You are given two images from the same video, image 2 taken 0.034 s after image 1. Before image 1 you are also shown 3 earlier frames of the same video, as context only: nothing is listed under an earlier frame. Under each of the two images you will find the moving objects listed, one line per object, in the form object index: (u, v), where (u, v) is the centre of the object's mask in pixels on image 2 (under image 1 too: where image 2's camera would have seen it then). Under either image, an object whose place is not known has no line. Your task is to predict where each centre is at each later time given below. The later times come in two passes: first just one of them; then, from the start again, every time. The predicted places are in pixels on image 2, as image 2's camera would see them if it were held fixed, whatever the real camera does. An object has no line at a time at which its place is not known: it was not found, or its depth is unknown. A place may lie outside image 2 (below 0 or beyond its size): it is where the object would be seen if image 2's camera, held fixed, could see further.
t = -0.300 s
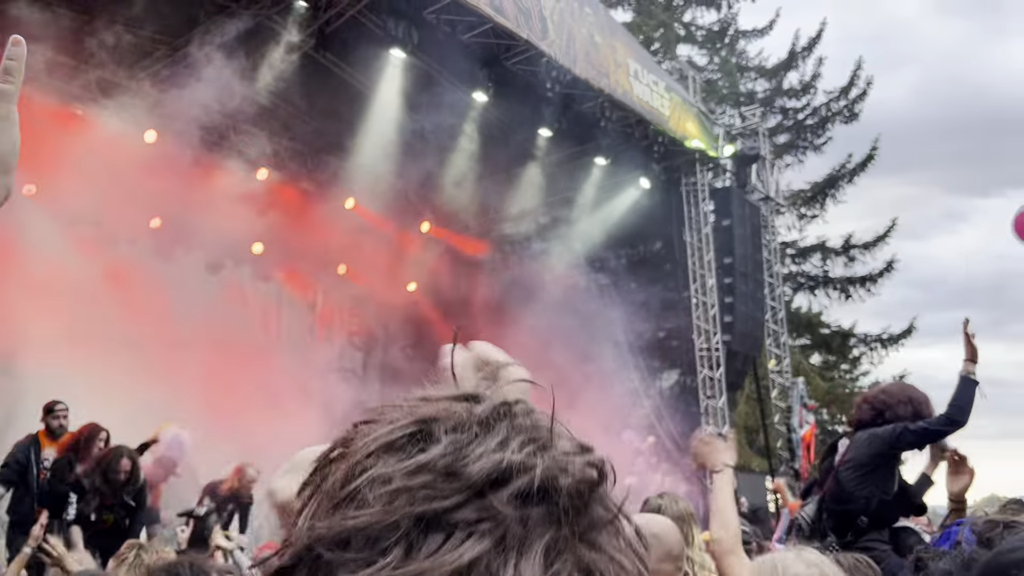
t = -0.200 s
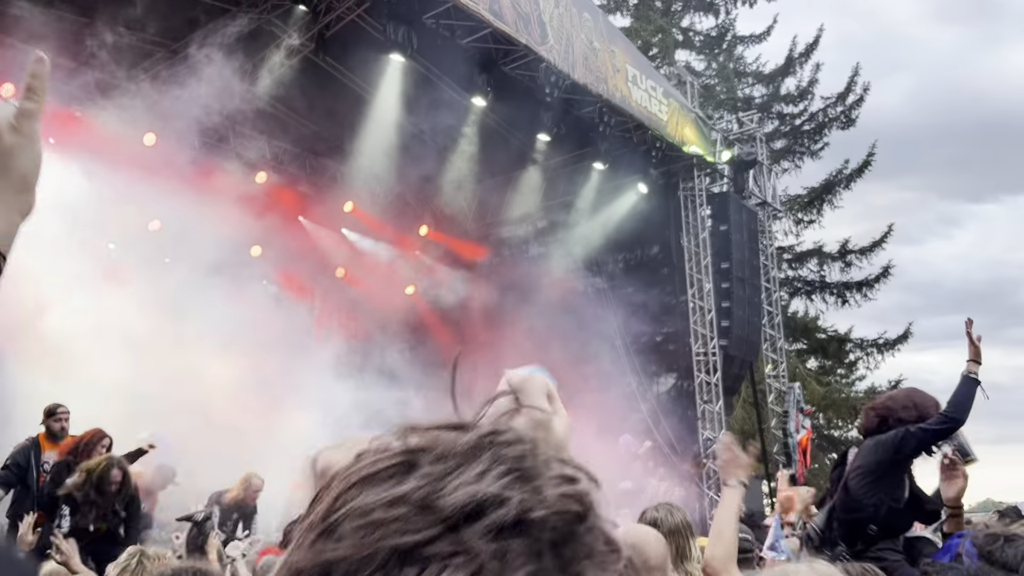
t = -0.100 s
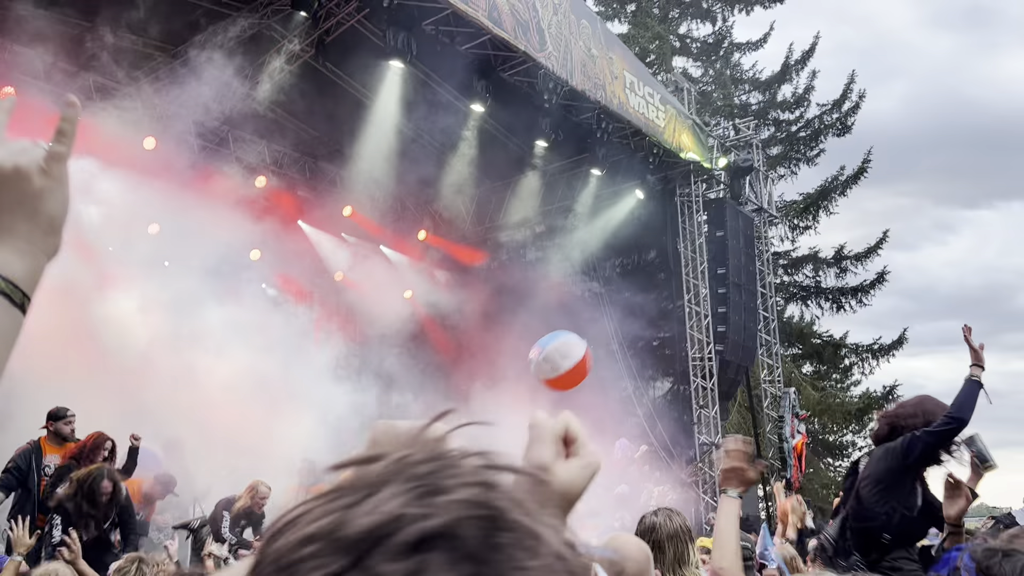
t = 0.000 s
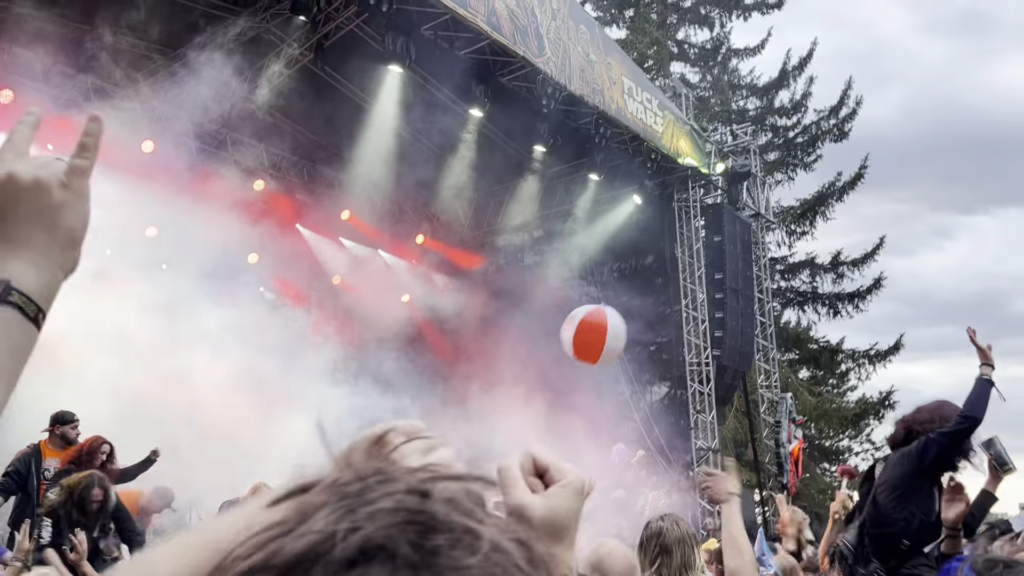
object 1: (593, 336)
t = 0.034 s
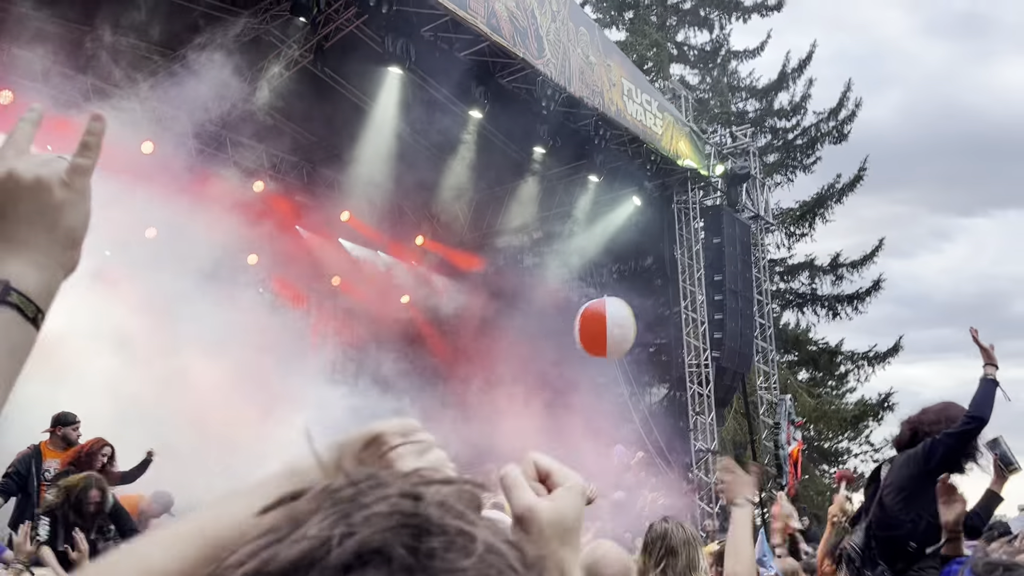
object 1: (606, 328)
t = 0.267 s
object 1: (683, 299)
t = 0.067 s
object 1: (617, 320)
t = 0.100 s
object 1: (628, 314)
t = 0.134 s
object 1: (639, 309)
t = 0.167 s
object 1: (649, 305)
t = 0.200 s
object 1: (661, 301)
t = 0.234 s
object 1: (672, 299)
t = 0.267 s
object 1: (683, 299)
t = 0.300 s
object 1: (694, 300)
